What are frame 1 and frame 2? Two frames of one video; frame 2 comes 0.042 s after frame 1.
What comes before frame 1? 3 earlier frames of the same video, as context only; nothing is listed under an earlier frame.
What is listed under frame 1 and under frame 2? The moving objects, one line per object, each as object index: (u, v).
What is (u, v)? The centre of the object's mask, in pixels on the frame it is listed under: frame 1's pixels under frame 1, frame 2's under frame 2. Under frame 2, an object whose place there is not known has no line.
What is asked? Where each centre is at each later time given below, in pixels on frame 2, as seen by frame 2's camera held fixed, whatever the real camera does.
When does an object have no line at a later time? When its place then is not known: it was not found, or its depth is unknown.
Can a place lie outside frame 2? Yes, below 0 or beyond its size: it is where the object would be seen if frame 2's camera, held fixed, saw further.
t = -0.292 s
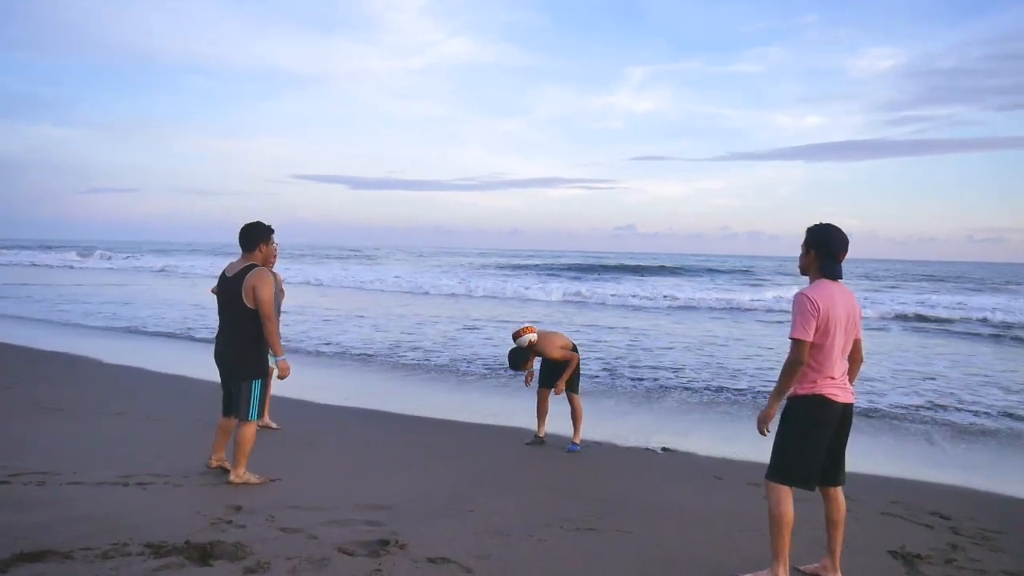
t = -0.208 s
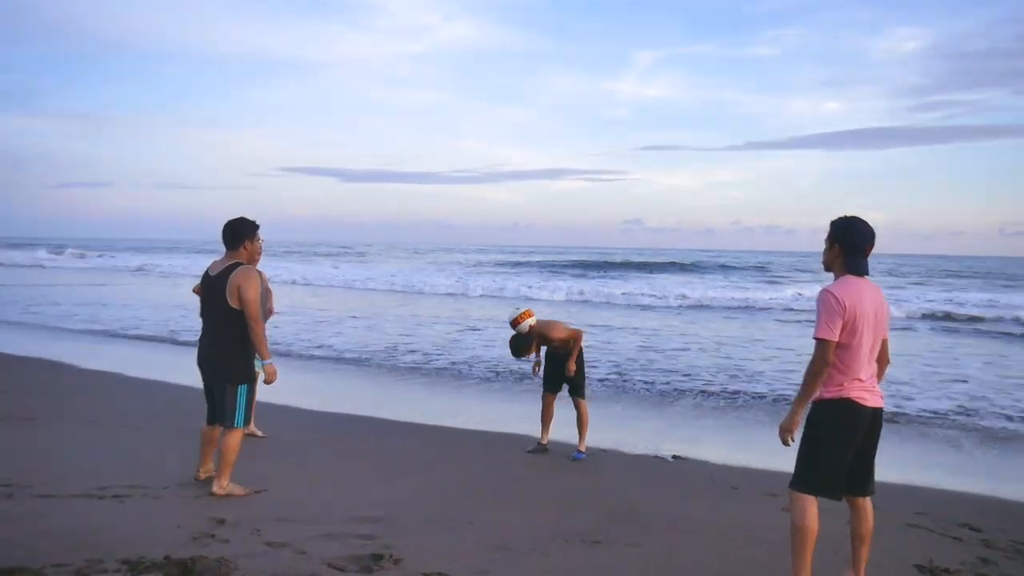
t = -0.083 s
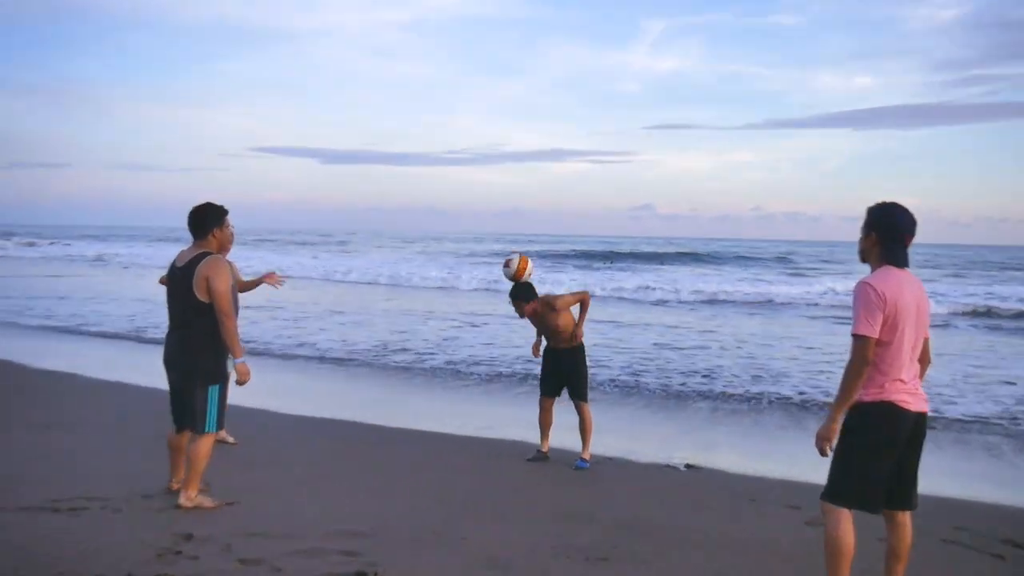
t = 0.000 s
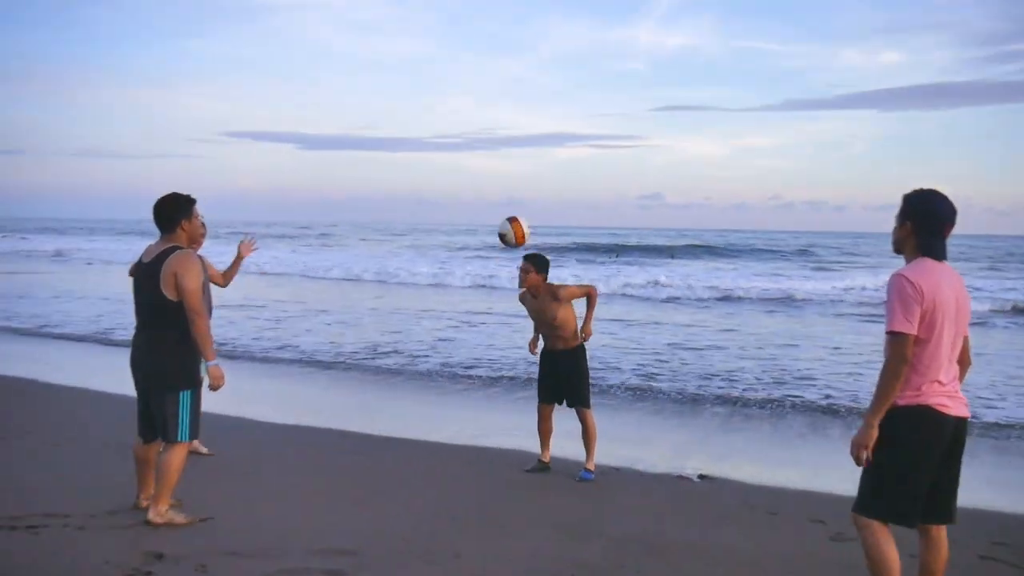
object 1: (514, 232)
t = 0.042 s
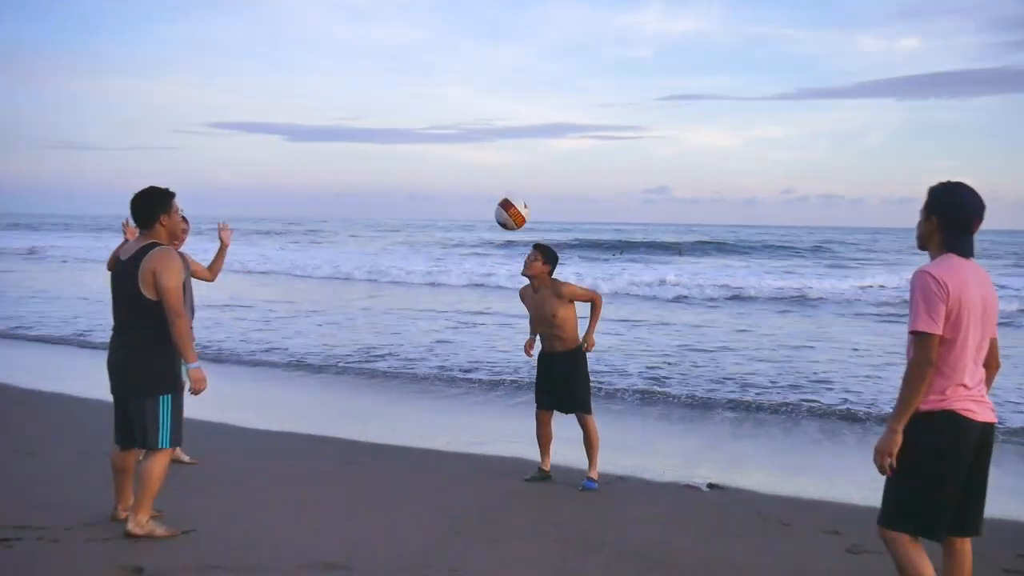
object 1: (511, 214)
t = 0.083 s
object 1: (509, 203)
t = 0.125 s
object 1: (504, 194)
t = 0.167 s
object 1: (502, 189)
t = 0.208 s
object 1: (496, 181)
